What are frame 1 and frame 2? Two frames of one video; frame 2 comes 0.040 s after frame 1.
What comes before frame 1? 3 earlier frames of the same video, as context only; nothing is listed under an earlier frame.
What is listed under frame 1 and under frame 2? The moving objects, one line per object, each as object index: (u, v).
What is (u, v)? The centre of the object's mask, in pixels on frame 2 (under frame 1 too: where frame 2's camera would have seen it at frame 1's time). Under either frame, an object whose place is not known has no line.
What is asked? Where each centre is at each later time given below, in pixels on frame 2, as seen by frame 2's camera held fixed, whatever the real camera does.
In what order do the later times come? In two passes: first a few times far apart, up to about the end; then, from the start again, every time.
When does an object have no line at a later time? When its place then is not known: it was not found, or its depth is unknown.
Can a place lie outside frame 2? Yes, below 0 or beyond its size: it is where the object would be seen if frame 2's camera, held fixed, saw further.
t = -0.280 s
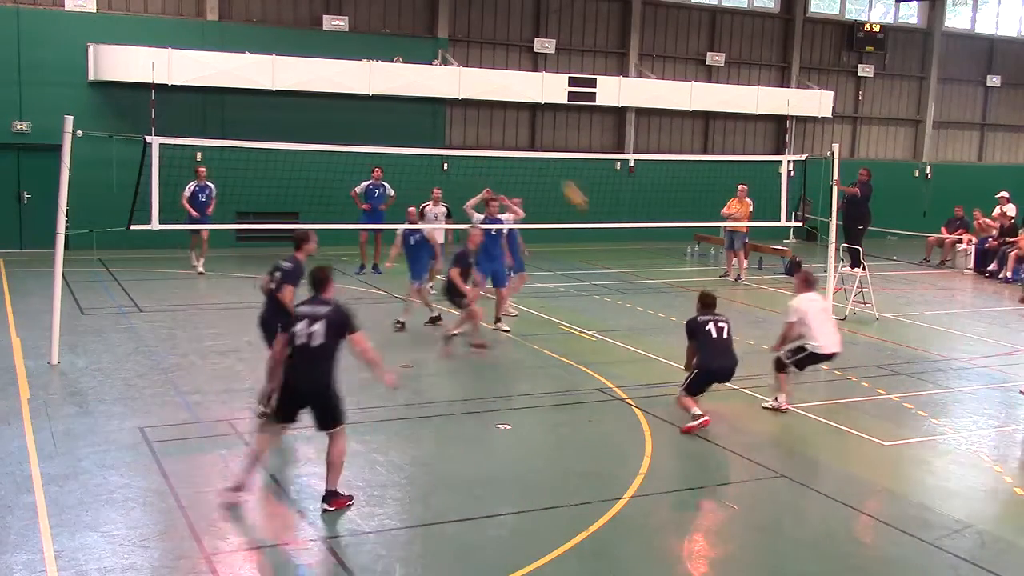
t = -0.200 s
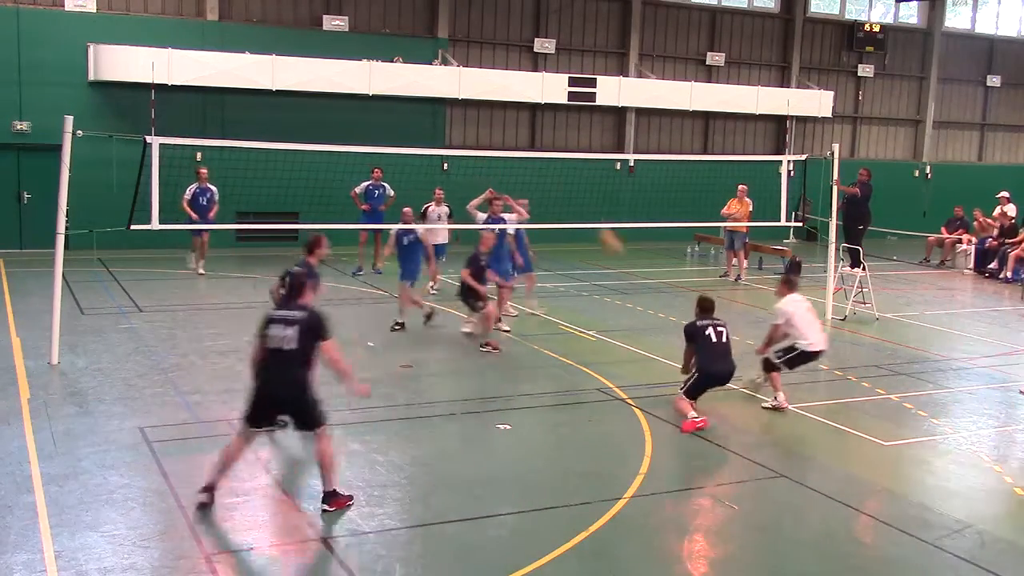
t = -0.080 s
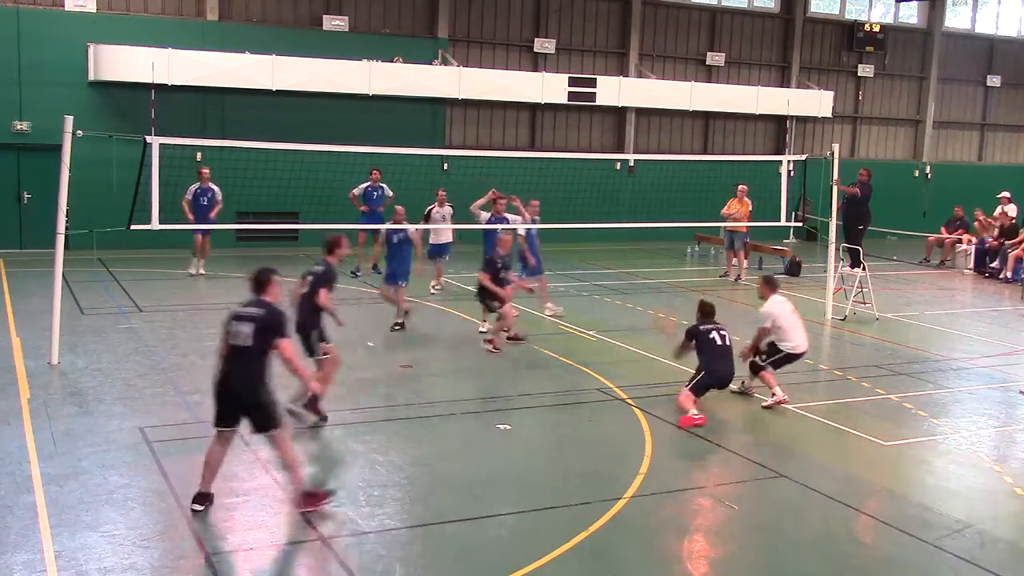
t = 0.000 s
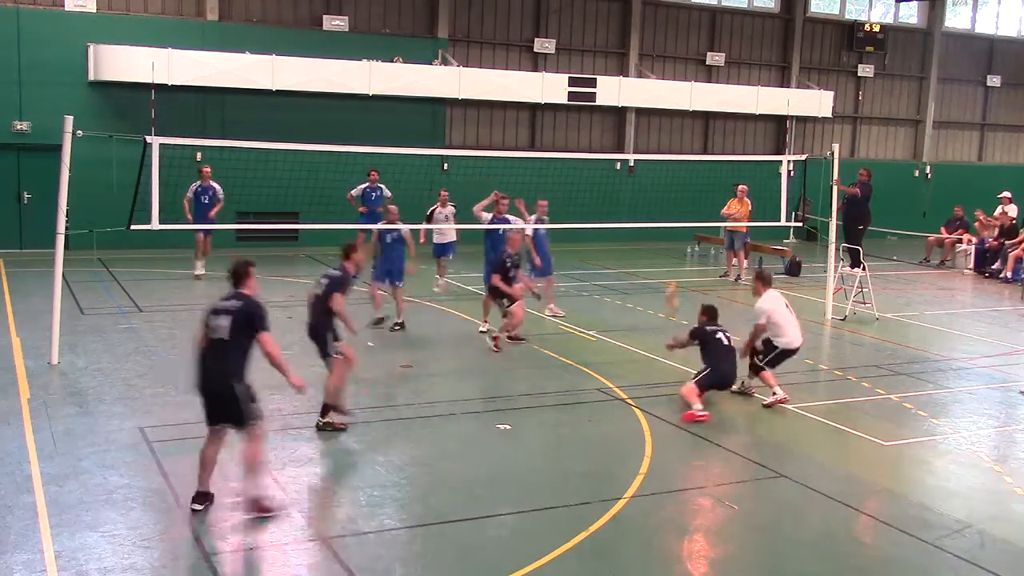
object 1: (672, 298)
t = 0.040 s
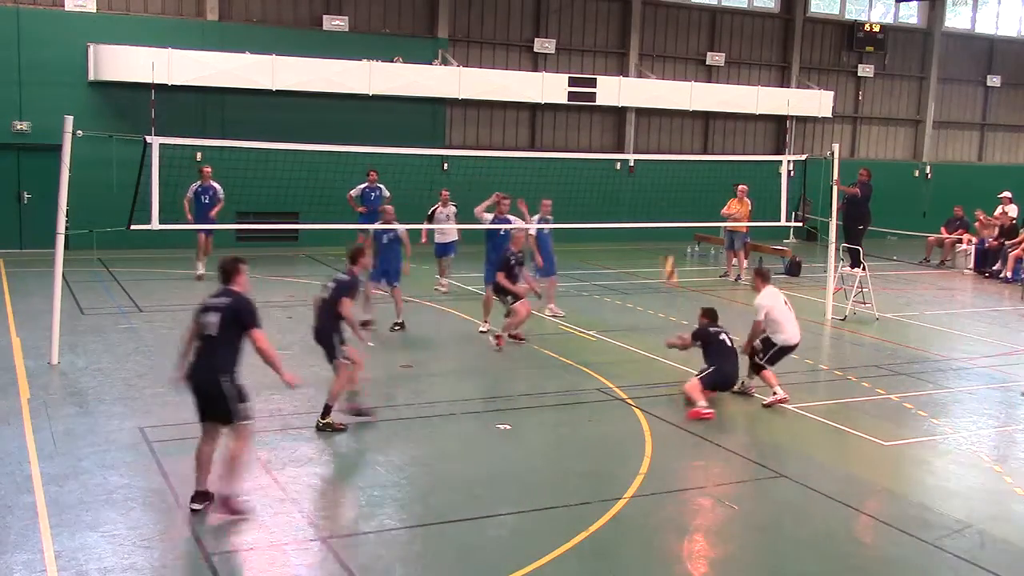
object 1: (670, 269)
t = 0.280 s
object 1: (652, 135)
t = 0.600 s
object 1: (627, 41)
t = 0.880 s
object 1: (605, 32)
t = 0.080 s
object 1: (665, 243)
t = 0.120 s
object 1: (662, 218)
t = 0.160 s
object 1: (660, 195)
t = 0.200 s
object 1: (657, 176)
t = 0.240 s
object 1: (654, 154)
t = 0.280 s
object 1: (652, 135)
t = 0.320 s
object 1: (649, 119)
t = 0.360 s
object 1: (647, 107)
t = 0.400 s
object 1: (643, 90)
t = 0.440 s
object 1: (641, 76)
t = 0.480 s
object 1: (636, 65)
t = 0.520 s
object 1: (634, 55)
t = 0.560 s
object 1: (631, 47)
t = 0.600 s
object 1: (627, 41)
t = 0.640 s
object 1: (624, 34)
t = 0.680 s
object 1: (621, 31)
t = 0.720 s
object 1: (618, 29)
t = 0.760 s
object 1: (615, 28)
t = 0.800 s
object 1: (612, 28)
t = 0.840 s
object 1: (609, 30)
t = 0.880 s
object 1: (605, 32)
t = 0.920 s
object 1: (602, 36)
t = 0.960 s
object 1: (599, 42)
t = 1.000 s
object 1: (595, 49)
